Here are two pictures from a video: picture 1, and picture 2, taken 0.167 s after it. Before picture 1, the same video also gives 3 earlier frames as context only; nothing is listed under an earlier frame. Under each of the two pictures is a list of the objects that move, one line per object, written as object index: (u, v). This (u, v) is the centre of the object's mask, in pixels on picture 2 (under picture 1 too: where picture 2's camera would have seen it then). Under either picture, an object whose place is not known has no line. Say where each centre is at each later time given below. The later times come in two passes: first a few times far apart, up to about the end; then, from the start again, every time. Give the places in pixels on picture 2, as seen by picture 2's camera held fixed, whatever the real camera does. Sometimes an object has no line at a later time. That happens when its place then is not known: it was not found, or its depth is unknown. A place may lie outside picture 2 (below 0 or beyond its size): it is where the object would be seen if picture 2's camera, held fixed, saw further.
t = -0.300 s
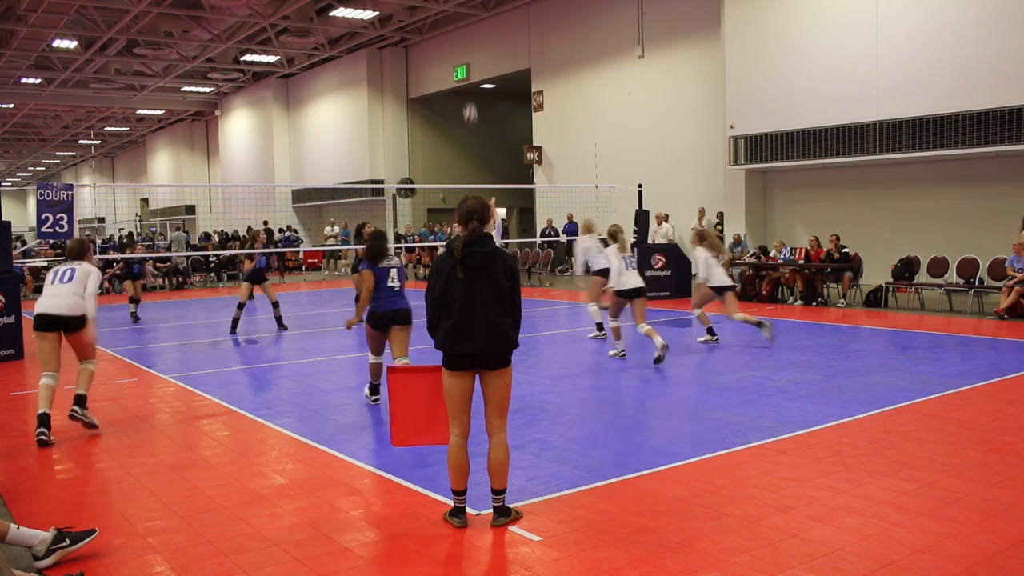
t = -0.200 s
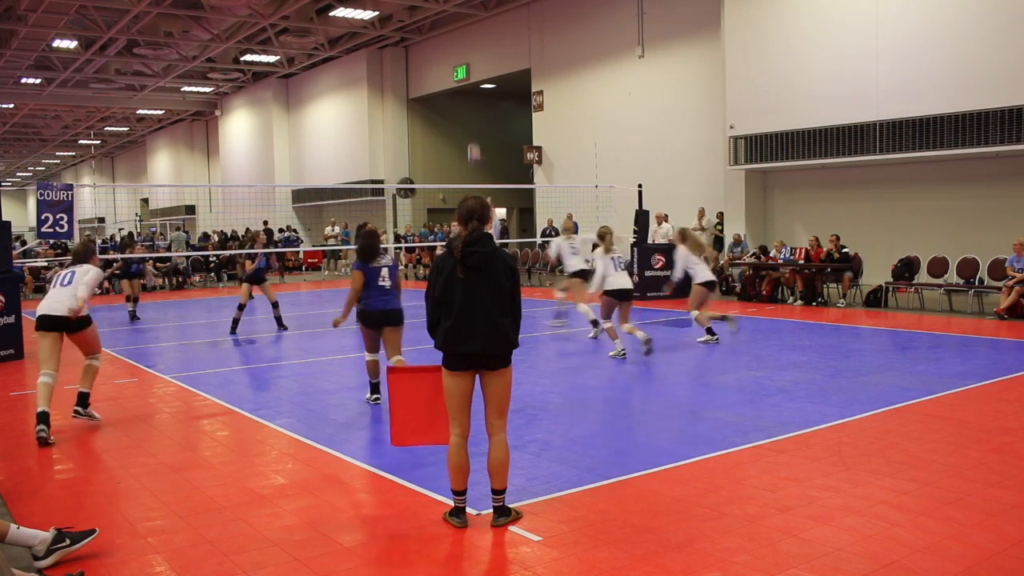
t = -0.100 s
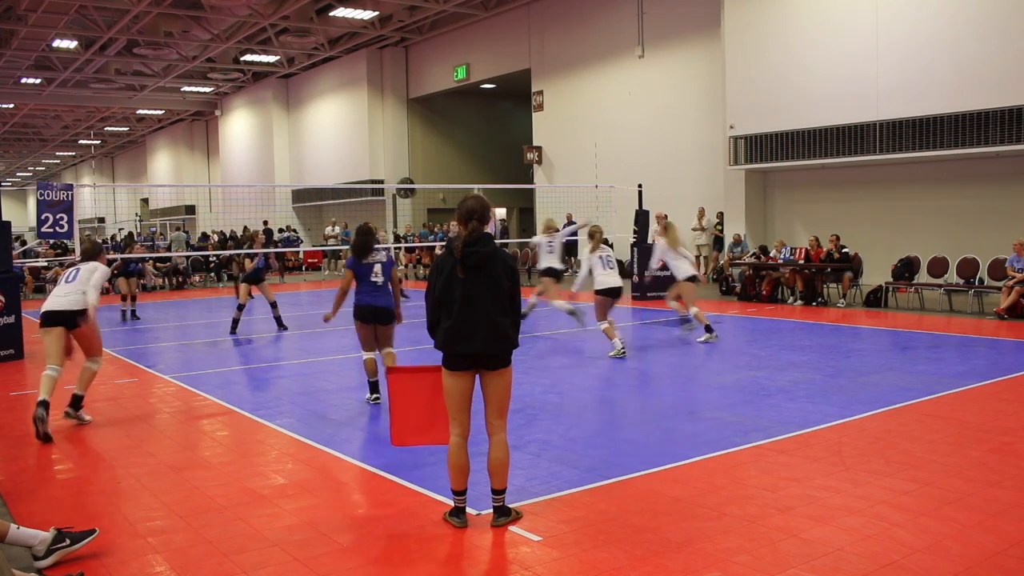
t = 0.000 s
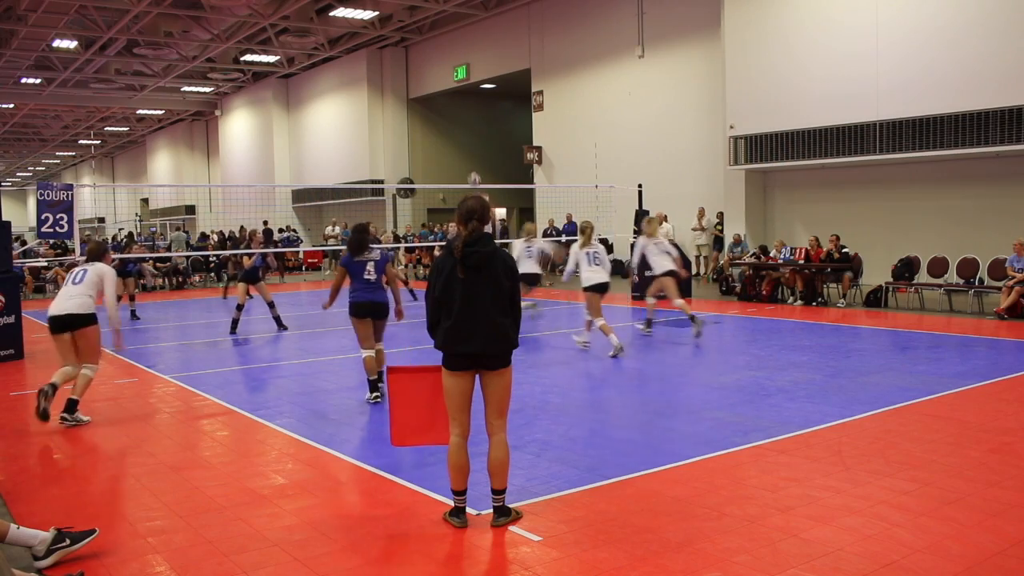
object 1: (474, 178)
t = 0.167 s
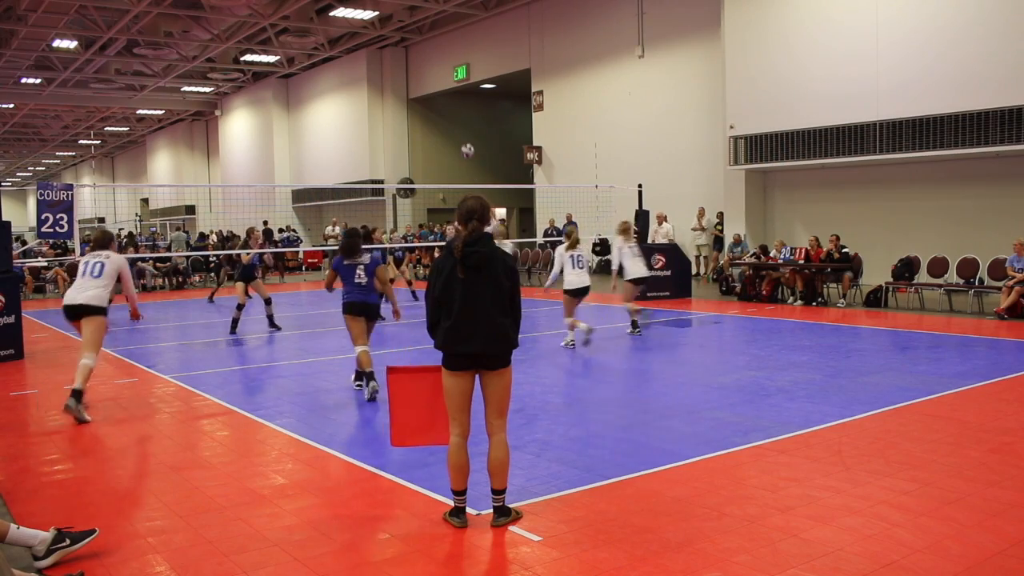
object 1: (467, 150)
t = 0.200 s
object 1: (466, 146)
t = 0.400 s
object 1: (459, 136)
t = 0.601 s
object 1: (452, 150)
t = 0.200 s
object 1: (466, 146)
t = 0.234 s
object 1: (465, 142)
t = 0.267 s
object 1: (463, 138)
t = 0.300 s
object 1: (462, 137)
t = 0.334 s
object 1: (461, 137)
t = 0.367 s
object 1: (460, 136)
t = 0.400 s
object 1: (459, 136)
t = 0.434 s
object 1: (458, 137)
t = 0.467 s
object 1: (457, 138)
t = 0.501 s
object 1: (456, 140)
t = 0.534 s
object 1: (454, 143)
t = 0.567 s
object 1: (453, 146)
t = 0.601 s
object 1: (452, 150)
